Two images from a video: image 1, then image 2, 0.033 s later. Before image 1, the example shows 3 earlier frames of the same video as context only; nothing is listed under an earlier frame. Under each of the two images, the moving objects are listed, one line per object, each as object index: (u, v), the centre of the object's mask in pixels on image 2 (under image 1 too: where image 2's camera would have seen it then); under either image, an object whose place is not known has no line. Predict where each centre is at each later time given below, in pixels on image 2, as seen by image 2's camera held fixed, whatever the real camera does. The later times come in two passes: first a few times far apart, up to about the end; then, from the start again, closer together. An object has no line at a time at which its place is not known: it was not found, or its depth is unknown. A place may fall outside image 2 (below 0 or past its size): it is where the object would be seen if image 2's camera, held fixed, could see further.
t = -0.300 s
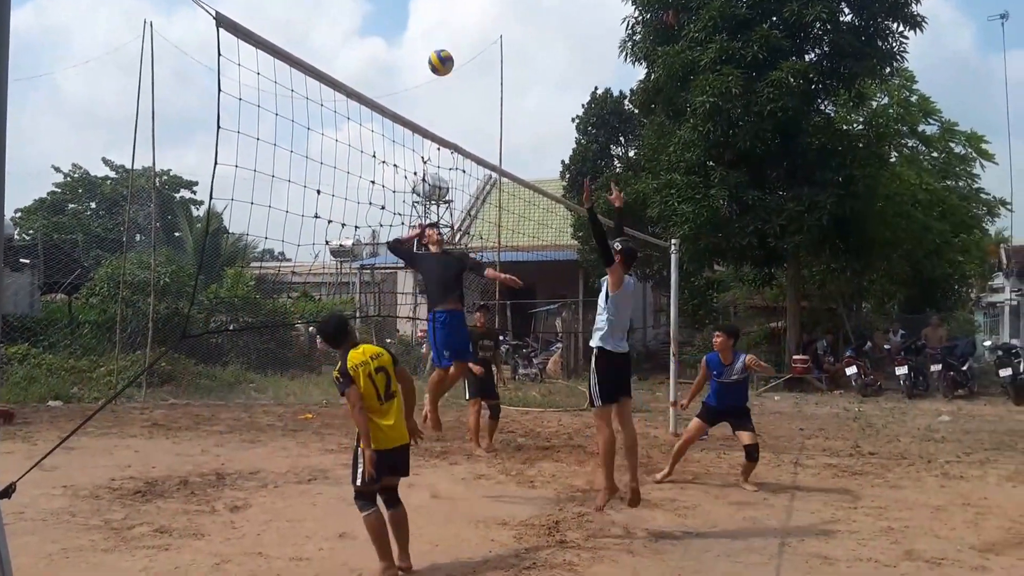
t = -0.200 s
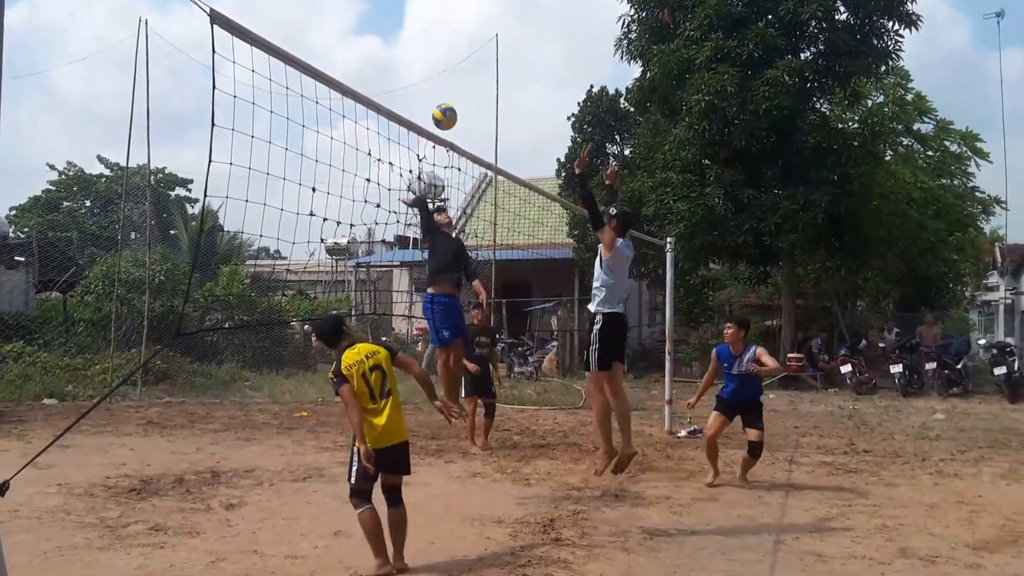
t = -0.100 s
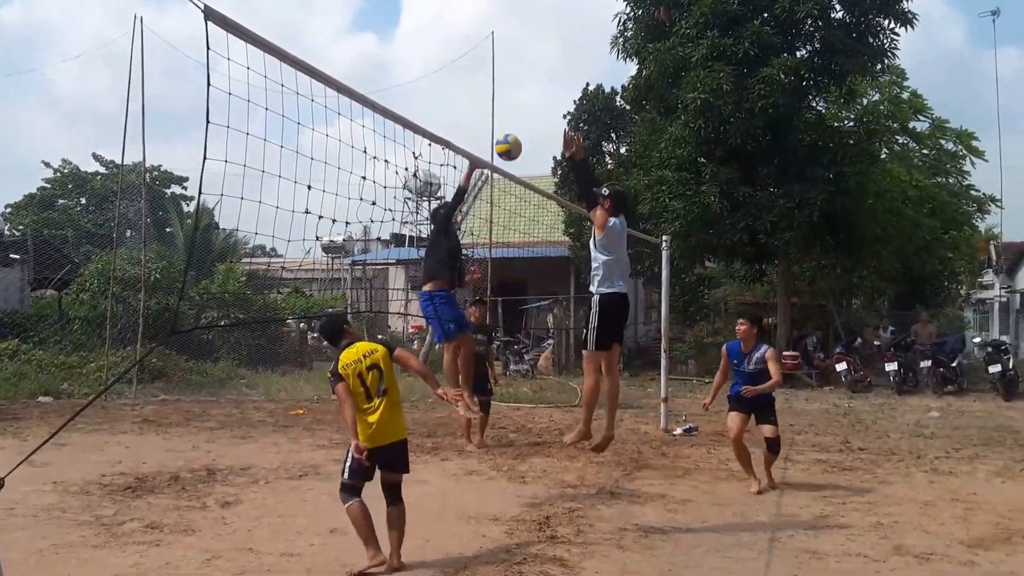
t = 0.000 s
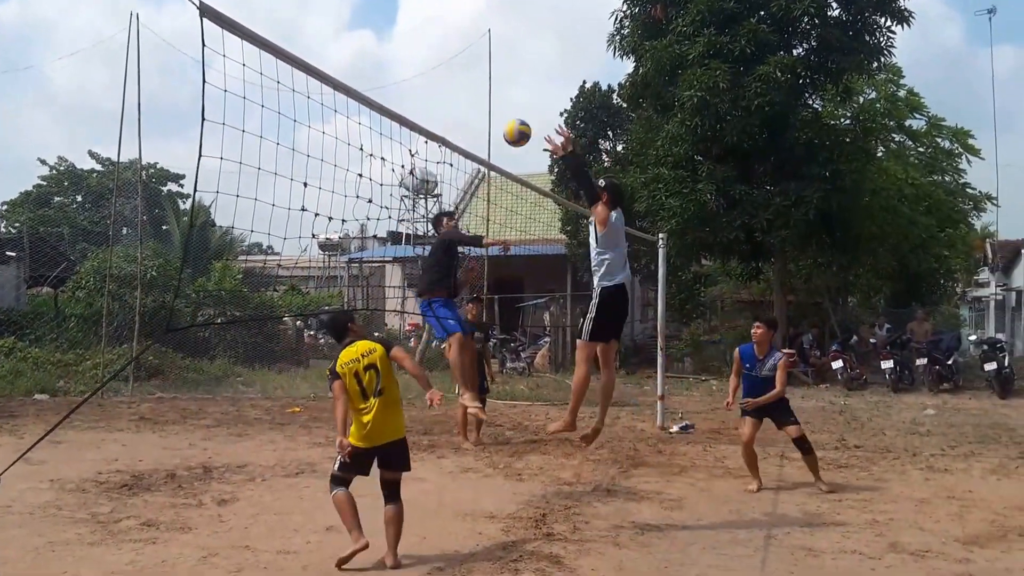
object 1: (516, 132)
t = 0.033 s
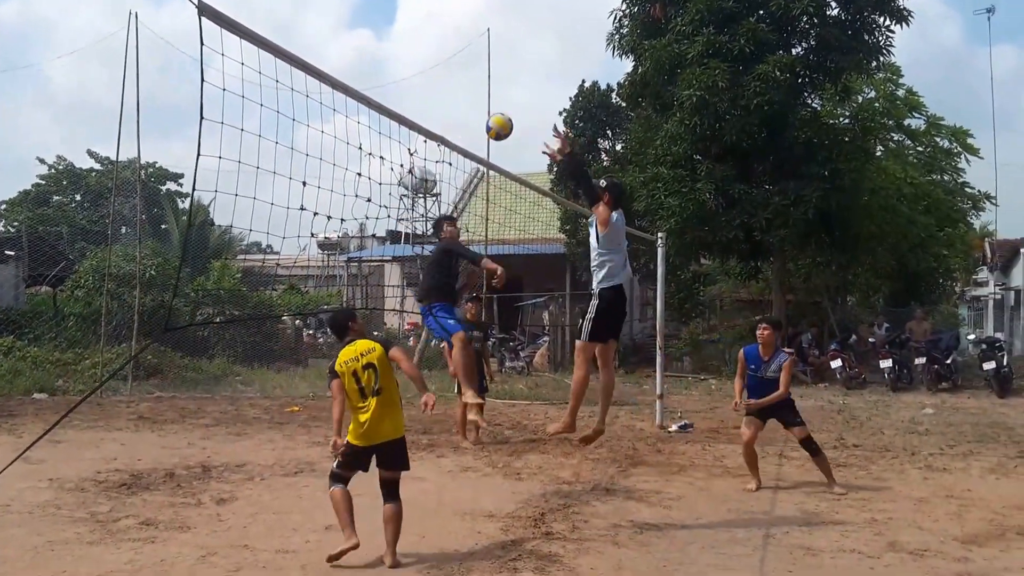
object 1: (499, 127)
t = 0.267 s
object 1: (385, 134)
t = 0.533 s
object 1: (263, 230)
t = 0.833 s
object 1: (130, 436)
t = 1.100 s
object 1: (18, 389)
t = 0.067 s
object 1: (482, 123)
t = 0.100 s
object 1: (465, 122)
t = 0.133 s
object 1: (448, 122)
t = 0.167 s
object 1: (433, 121)
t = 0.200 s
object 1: (418, 125)
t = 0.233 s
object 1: (399, 132)
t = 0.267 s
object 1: (385, 134)
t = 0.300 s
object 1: (369, 142)
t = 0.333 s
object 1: (354, 150)
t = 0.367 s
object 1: (339, 159)
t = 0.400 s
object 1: (324, 169)
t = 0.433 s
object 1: (309, 182)
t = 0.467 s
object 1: (294, 197)
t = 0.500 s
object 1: (278, 213)
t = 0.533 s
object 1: (263, 230)
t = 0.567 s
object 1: (248, 246)
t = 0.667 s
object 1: (203, 306)
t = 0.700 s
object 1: (188, 330)
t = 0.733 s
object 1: (174, 354)
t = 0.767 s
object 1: (159, 379)
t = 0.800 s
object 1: (144, 407)
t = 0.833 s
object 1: (130, 436)
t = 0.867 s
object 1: (115, 466)
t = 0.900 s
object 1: (101, 492)
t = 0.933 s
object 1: (88, 472)
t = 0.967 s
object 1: (76, 453)
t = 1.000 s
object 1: (62, 434)
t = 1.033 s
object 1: (50, 418)
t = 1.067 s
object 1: (32, 402)
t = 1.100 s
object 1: (18, 389)
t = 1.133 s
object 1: (5, 377)
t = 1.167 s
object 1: (-6, 366)
